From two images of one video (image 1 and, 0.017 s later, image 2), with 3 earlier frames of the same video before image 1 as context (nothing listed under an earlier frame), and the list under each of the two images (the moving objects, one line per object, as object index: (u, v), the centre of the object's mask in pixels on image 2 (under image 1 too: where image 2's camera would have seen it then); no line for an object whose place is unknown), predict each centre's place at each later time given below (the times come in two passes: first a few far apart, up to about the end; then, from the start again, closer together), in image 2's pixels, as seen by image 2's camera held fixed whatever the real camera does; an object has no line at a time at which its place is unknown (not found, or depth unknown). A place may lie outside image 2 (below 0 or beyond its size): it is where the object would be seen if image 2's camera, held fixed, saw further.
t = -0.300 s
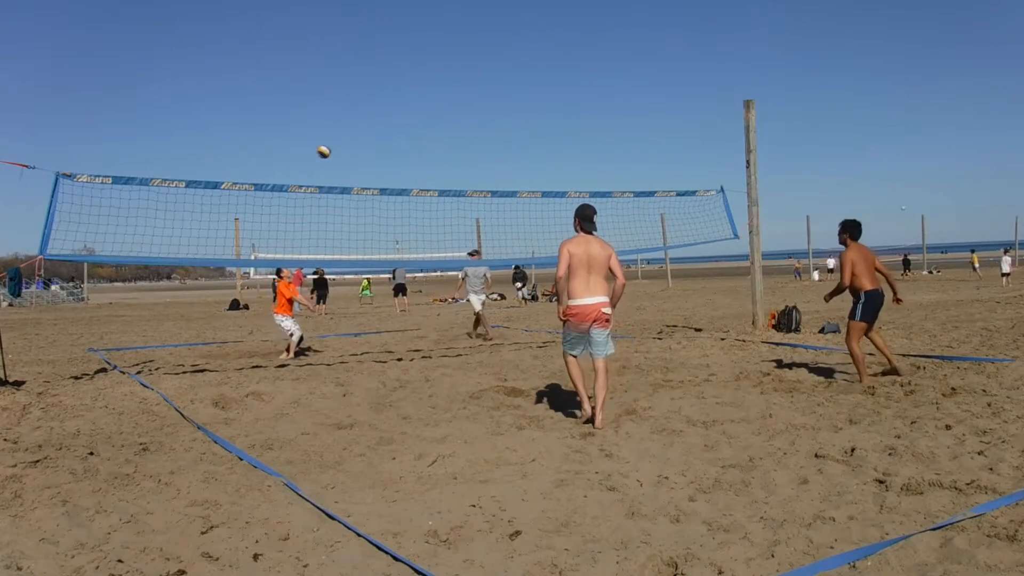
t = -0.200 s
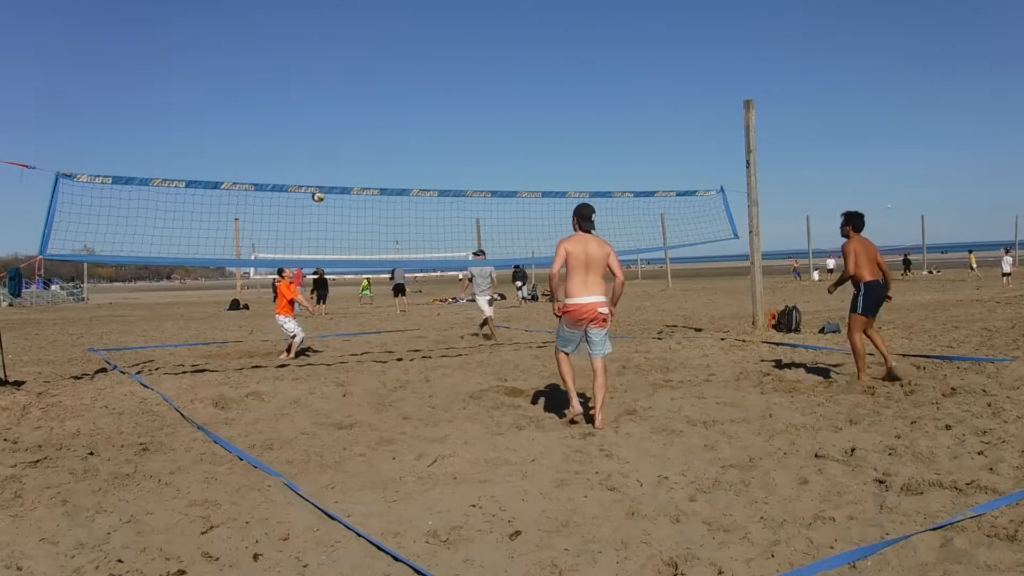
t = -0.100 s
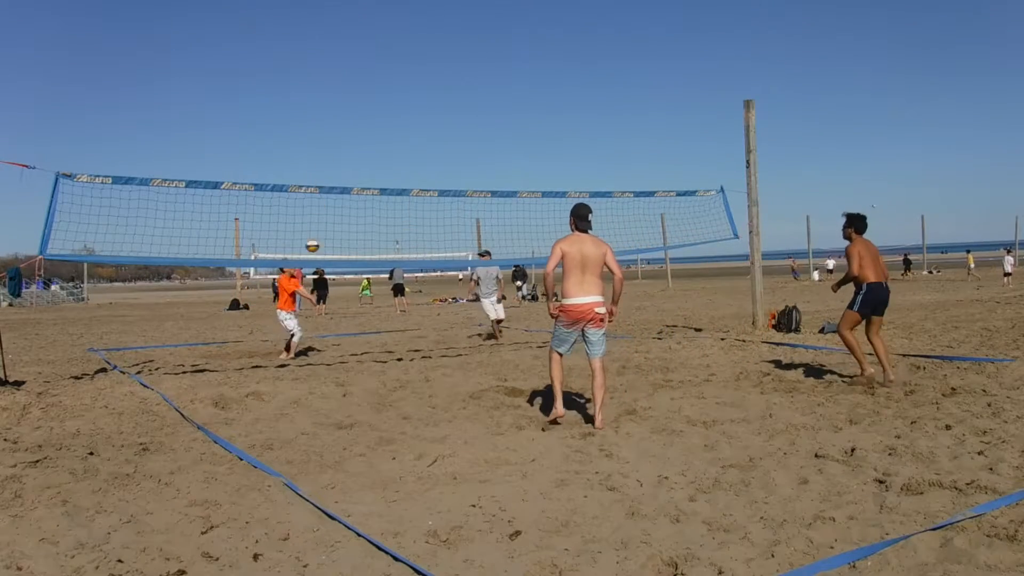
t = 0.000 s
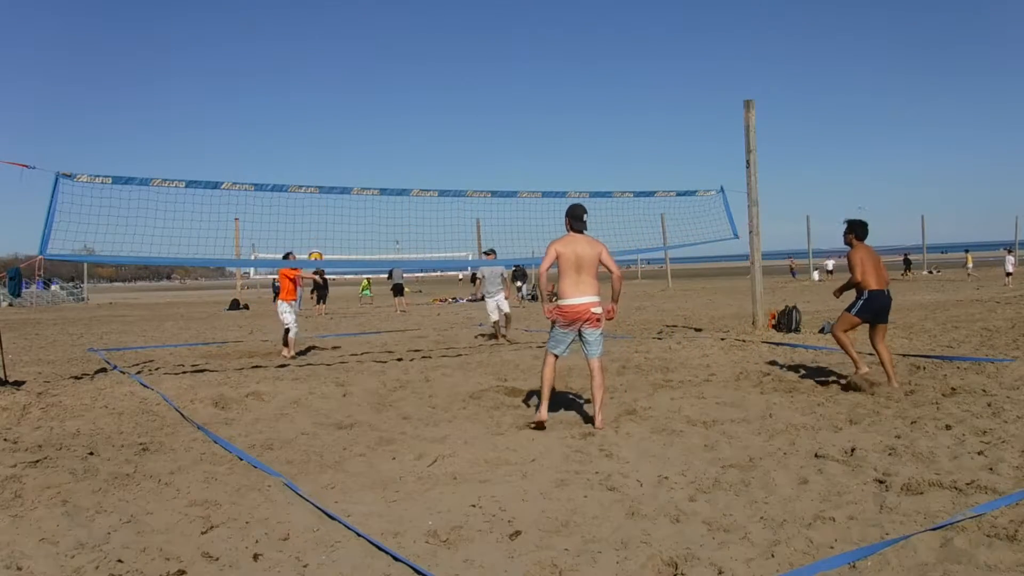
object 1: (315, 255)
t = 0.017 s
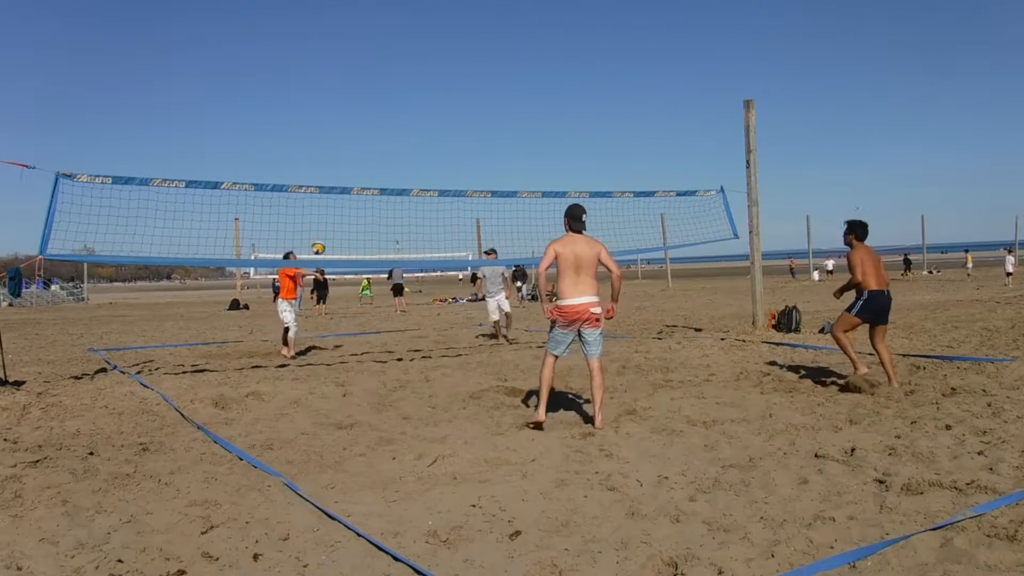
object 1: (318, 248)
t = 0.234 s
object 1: (356, 153)
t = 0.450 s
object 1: (391, 89)
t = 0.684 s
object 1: (428, 57)
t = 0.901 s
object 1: (459, 60)
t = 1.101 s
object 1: (486, 90)
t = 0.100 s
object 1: (332, 207)
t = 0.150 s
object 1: (341, 183)
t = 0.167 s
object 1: (344, 178)
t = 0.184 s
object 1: (347, 172)
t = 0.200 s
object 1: (350, 165)
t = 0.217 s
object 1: (353, 159)
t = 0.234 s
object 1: (356, 153)
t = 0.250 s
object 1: (358, 146)
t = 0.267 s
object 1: (361, 141)
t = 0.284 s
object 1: (364, 135)
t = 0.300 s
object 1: (367, 129)
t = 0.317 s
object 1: (370, 124)
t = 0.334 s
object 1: (372, 119)
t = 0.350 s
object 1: (375, 114)
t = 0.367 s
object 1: (378, 110)
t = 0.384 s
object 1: (380, 105)
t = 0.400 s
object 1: (383, 101)
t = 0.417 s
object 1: (386, 97)
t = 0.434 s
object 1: (388, 93)
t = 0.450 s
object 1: (391, 89)
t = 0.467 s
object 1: (394, 85)
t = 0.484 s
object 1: (396, 82)
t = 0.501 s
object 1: (399, 79)
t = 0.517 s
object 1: (401, 76)
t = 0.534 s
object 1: (404, 73)
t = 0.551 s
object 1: (407, 70)
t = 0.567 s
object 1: (409, 68)
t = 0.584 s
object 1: (412, 66)
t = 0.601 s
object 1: (415, 64)
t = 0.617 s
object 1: (417, 62)
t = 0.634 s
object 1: (420, 60)
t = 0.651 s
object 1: (423, 59)
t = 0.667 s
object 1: (425, 58)
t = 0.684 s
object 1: (428, 57)
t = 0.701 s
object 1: (430, 56)
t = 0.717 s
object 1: (433, 55)
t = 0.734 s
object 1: (435, 55)
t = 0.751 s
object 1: (438, 54)
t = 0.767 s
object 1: (440, 54)
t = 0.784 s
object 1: (442, 54)
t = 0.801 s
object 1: (445, 55)
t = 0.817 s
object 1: (447, 55)
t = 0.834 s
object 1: (449, 56)
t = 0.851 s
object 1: (452, 56)
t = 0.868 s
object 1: (454, 58)
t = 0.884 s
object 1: (456, 59)
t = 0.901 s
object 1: (459, 60)
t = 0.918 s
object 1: (461, 61)
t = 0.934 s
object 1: (463, 63)
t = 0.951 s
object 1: (465, 65)
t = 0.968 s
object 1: (467, 67)
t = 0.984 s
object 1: (470, 69)
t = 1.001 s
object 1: (472, 71)
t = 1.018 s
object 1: (475, 74)
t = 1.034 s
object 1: (477, 77)
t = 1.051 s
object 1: (479, 80)
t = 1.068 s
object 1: (481, 83)
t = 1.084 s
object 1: (484, 86)
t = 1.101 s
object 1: (486, 90)
